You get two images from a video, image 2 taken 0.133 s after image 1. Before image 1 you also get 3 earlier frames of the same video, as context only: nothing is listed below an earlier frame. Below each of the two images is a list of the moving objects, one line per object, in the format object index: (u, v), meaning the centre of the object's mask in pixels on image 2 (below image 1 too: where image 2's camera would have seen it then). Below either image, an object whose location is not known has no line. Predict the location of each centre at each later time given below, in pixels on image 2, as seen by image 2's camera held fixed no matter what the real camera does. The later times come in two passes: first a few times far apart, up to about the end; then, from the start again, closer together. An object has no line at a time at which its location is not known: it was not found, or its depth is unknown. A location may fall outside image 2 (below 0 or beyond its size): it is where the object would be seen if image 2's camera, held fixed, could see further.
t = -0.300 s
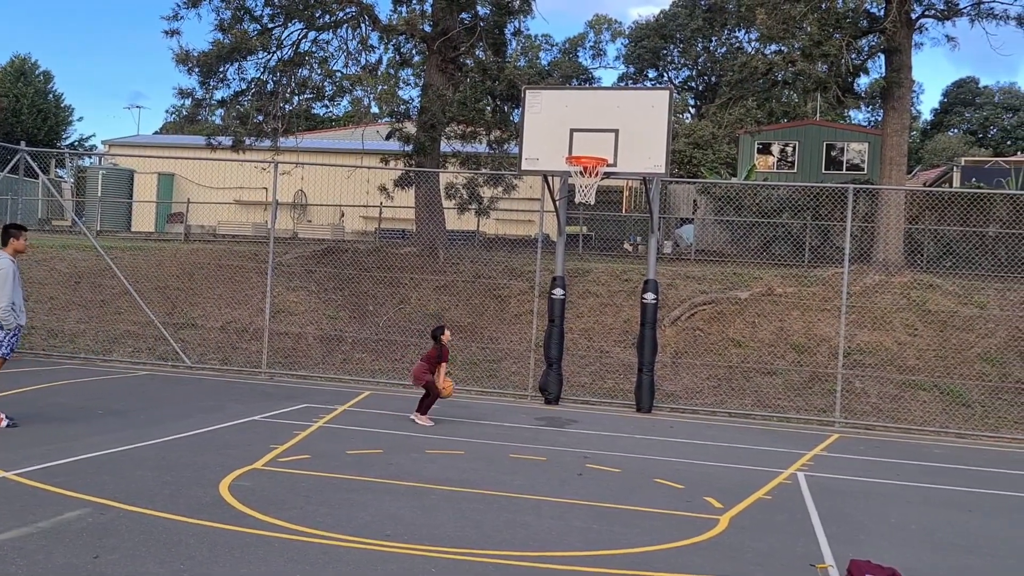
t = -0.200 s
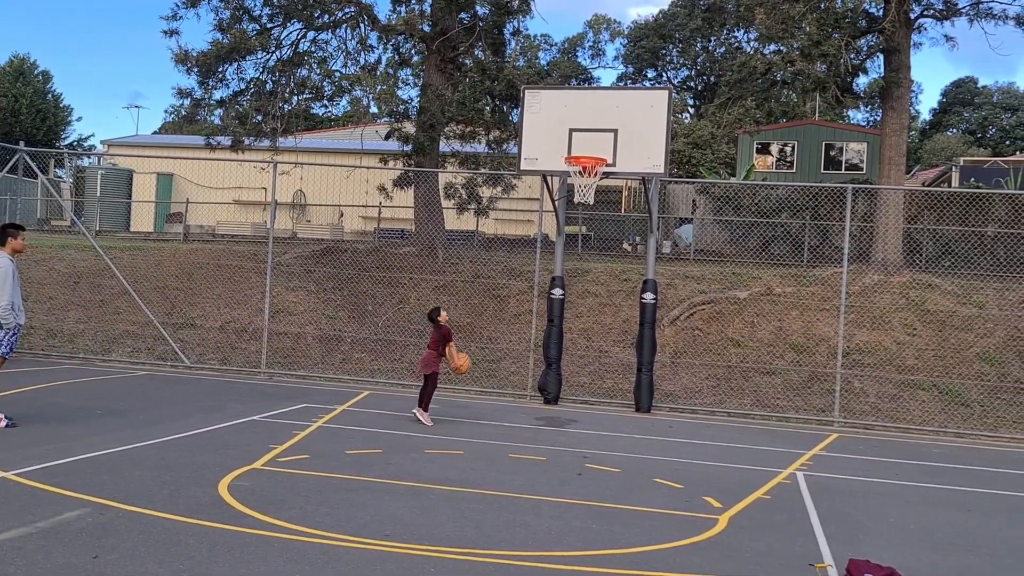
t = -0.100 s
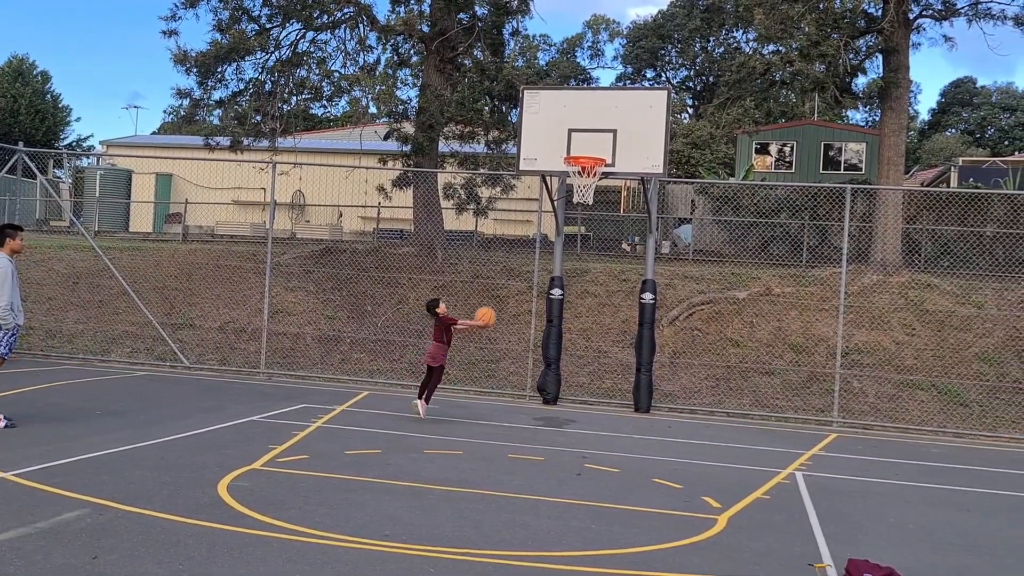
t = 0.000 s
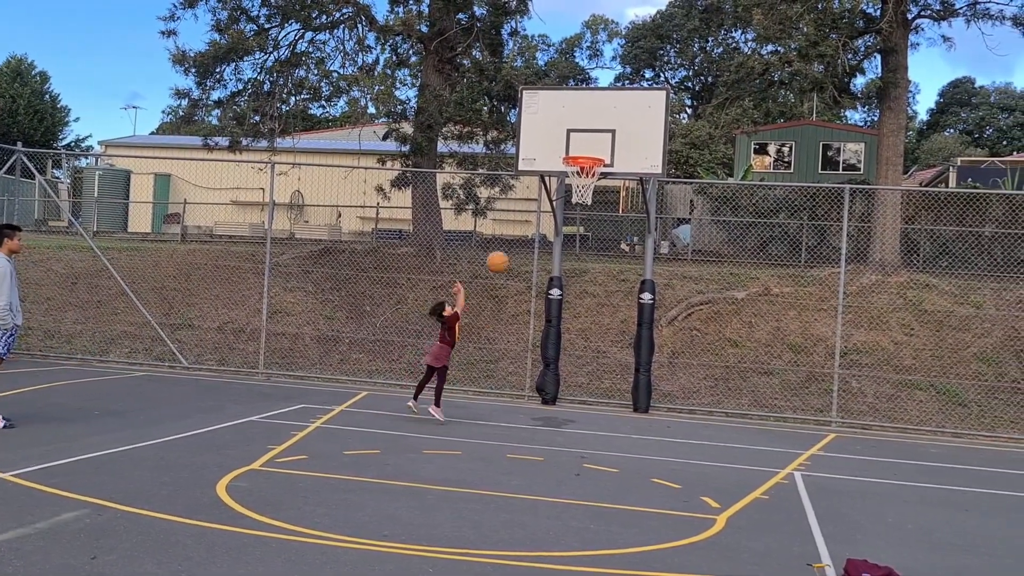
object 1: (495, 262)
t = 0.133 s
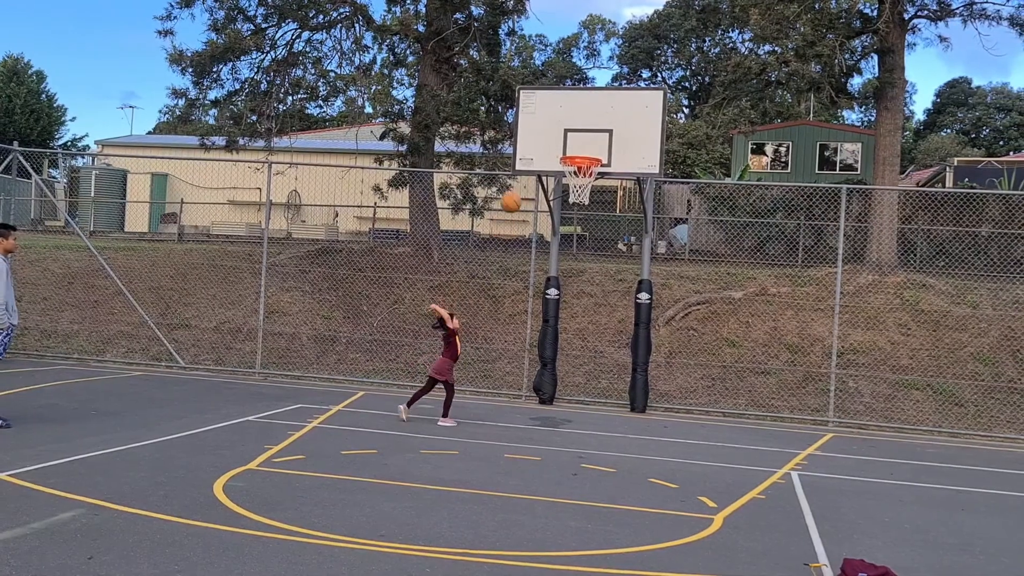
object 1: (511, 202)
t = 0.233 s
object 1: (522, 167)
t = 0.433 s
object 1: (543, 126)
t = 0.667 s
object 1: (563, 121)
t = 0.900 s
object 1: (581, 152)
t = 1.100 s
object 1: (576, 168)
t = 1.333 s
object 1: (567, 184)
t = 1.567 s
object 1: (573, 234)
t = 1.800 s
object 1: (575, 326)
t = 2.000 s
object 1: (579, 398)
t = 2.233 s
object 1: (598, 317)
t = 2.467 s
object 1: (613, 281)
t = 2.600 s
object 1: (621, 280)
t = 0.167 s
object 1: (515, 189)
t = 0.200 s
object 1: (518, 178)
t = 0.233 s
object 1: (522, 167)
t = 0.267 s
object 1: (526, 158)
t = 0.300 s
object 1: (529, 149)
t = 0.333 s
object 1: (533, 142)
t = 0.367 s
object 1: (536, 136)
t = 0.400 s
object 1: (539, 130)
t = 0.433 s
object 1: (543, 126)
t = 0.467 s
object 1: (546, 122)
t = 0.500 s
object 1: (549, 119)
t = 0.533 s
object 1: (552, 118)
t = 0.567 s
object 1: (555, 117)
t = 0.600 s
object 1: (558, 117)
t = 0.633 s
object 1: (560, 118)
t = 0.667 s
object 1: (563, 121)
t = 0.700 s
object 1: (566, 124)
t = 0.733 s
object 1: (568, 127)
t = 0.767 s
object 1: (571, 132)
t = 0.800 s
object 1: (574, 138)
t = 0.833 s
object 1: (576, 145)
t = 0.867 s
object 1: (578, 150)
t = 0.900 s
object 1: (581, 152)
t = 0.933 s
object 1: (585, 152)
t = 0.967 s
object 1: (588, 153)
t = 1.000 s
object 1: (589, 154)
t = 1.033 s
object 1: (584, 154)
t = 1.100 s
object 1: (576, 168)
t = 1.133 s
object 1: (571, 169)
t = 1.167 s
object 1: (568, 170)
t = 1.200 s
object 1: (567, 171)
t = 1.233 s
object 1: (568, 172)
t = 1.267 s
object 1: (566, 175)
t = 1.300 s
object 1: (567, 176)
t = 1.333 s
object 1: (567, 184)
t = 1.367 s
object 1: (567, 192)
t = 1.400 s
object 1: (568, 200)
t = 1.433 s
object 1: (570, 204)
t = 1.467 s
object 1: (571, 209)
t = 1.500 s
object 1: (571, 216)
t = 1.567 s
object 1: (573, 234)
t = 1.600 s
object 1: (574, 245)
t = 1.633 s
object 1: (574, 256)
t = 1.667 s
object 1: (575, 268)
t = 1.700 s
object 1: (575, 281)
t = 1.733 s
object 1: (575, 295)
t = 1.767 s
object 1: (575, 310)
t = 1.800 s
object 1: (575, 326)
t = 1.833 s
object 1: (576, 341)
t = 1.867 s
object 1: (576, 359)
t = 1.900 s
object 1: (576, 377)
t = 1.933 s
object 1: (576, 396)
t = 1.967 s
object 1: (577, 414)
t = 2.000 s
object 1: (579, 398)
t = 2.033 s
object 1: (582, 384)
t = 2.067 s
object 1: (585, 371)
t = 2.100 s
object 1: (588, 358)
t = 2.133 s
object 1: (590, 347)
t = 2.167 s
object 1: (593, 336)
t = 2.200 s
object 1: (596, 326)
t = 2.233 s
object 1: (598, 317)
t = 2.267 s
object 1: (601, 310)
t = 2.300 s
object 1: (603, 302)
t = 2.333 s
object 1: (605, 297)
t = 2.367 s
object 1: (607, 291)
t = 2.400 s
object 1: (609, 287)
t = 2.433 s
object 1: (612, 284)
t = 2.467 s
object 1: (613, 281)
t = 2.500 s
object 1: (615, 280)
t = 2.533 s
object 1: (618, 280)
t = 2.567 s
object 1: (619, 280)
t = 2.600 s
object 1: (621, 280)
